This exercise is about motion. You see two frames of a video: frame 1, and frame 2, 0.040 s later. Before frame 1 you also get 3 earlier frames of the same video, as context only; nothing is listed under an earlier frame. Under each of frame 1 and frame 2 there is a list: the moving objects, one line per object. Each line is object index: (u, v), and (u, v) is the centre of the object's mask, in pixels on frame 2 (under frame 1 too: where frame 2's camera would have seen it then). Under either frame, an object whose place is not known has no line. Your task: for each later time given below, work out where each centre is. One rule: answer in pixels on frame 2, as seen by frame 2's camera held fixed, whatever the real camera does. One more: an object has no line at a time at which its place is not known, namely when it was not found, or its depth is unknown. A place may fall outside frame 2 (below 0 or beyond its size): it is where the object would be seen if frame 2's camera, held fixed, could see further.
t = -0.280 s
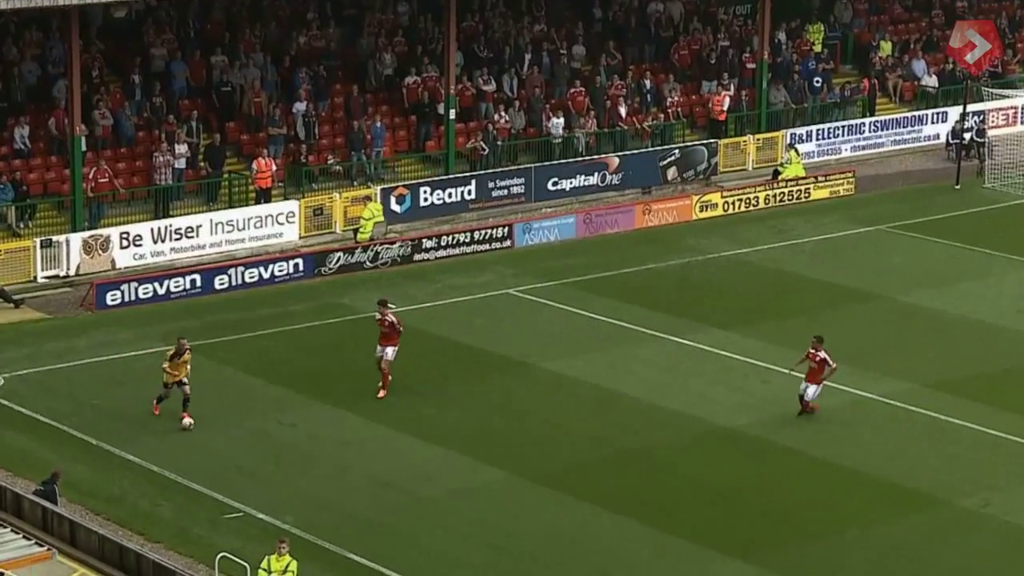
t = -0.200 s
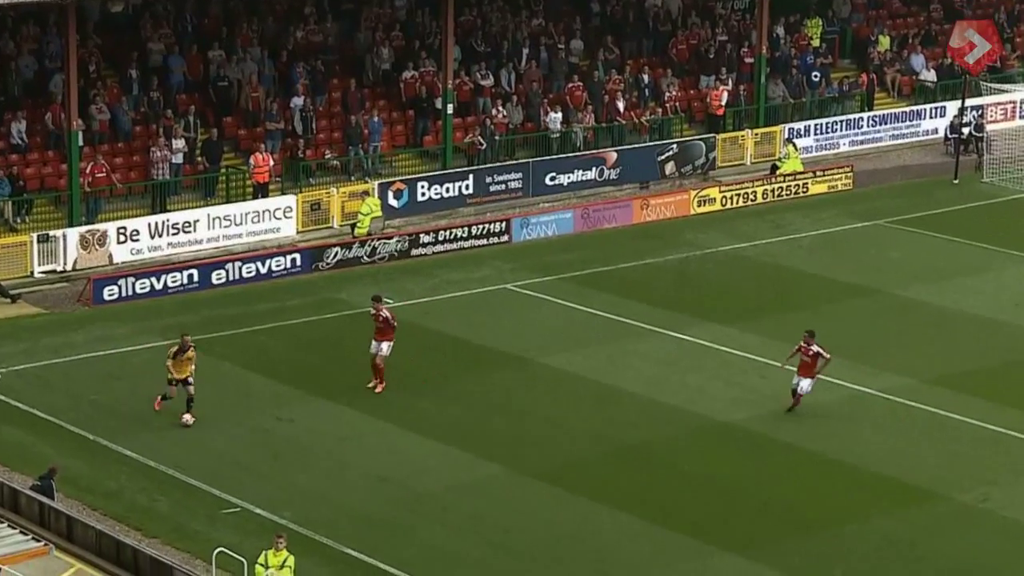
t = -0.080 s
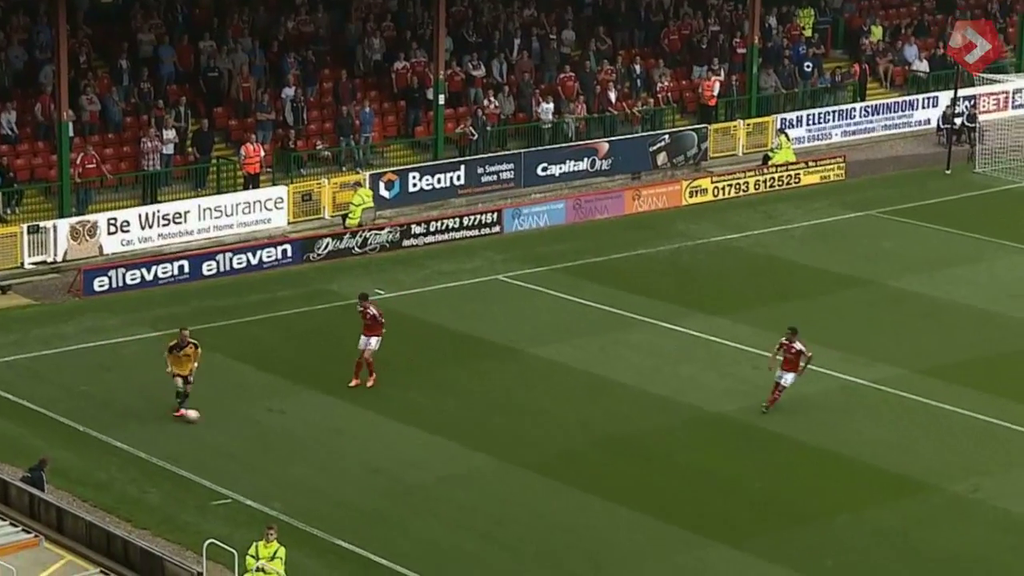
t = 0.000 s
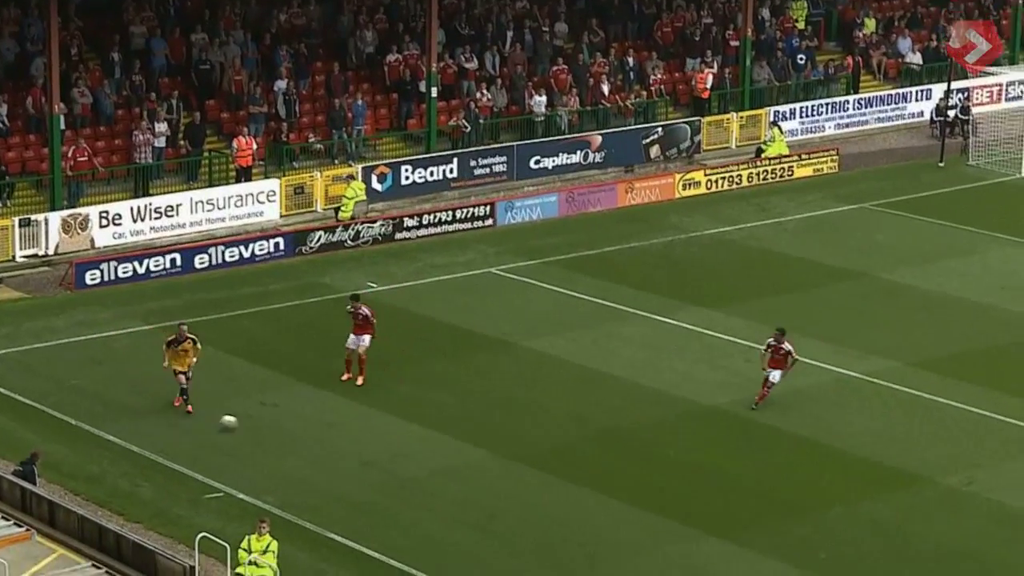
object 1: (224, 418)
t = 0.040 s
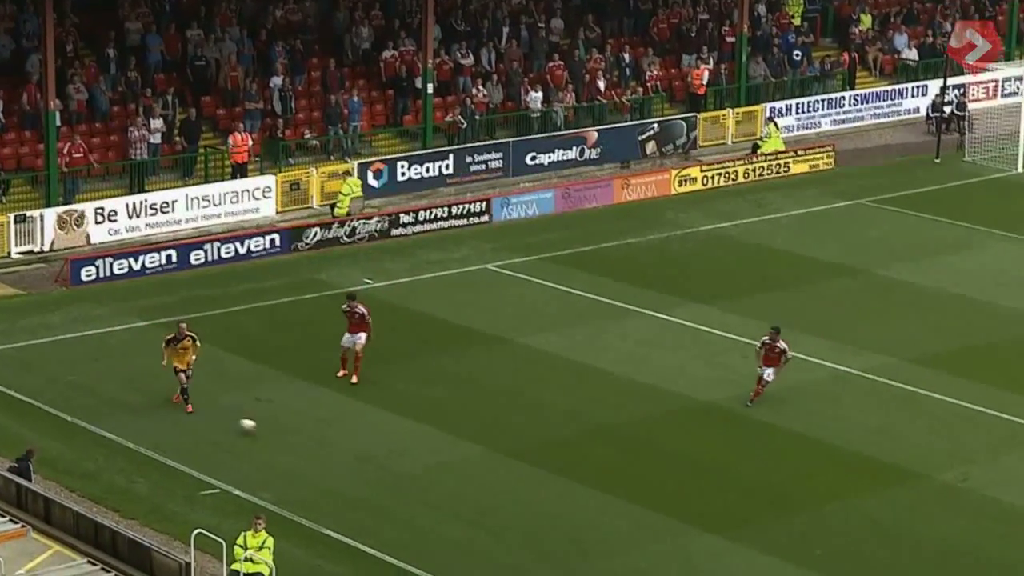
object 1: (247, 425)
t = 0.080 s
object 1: (270, 433)
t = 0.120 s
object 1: (295, 443)
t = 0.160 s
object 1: (318, 449)
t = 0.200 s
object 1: (341, 455)
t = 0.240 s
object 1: (364, 461)
